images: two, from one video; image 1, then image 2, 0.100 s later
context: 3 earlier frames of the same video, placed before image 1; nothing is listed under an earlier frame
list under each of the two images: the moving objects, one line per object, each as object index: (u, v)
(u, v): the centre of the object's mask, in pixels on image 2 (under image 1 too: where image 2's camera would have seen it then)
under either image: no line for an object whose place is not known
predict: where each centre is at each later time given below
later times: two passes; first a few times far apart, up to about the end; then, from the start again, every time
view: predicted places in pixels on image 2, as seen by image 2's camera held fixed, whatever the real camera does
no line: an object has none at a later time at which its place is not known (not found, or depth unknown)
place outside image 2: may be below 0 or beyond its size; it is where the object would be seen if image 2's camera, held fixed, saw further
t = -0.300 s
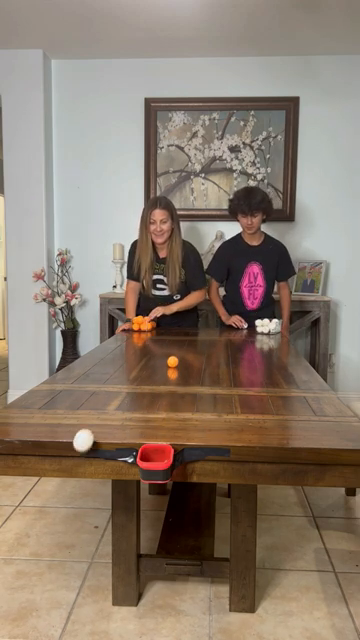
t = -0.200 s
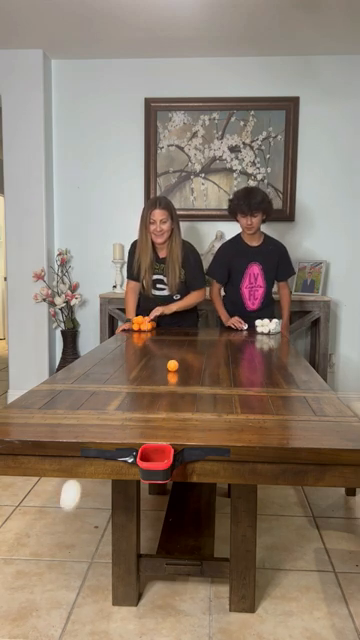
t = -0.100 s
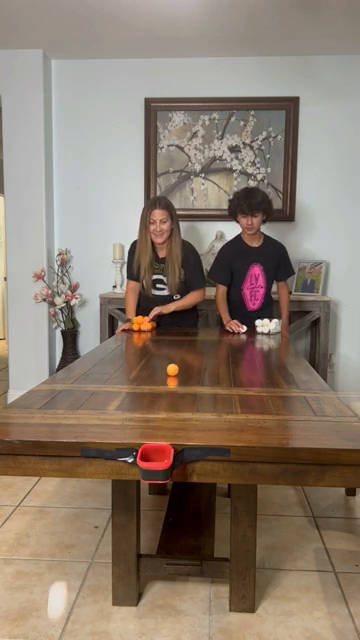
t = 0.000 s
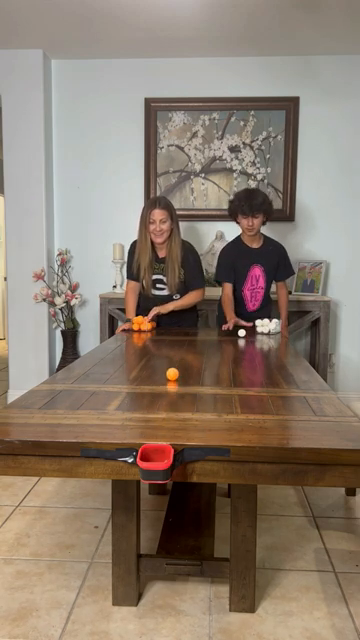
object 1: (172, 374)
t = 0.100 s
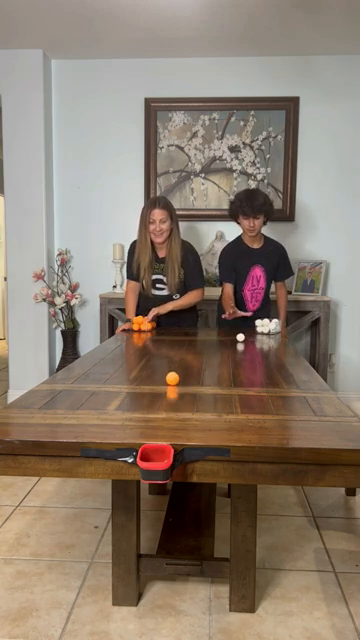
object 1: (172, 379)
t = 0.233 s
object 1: (172, 385)
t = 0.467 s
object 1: (172, 399)
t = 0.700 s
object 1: (172, 417)
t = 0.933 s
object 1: (174, 437)
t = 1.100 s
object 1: (183, 531)
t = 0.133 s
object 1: (172, 380)
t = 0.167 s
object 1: (172, 382)
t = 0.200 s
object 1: (172, 383)
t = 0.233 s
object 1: (172, 385)
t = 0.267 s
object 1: (172, 387)
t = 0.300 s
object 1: (172, 389)
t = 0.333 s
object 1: (172, 391)
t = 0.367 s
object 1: (172, 393)
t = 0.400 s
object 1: (172, 395)
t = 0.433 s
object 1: (172, 397)
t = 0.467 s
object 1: (172, 399)
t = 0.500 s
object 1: (172, 402)
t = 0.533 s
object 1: (172, 404)
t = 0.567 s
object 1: (172, 407)
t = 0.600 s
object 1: (172, 409)
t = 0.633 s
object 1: (172, 411)
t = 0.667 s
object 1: (172, 414)
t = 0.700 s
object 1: (172, 417)
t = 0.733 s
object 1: (172, 420)
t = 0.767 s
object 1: (172, 422)
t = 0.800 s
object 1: (172, 425)
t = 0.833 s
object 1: (172, 429)
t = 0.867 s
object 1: (172, 432)
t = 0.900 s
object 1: (172, 435)
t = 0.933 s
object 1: (174, 437)
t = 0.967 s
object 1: (175, 444)
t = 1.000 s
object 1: (177, 457)
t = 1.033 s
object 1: (179, 475)
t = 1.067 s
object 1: (181, 500)
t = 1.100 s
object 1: (183, 531)
